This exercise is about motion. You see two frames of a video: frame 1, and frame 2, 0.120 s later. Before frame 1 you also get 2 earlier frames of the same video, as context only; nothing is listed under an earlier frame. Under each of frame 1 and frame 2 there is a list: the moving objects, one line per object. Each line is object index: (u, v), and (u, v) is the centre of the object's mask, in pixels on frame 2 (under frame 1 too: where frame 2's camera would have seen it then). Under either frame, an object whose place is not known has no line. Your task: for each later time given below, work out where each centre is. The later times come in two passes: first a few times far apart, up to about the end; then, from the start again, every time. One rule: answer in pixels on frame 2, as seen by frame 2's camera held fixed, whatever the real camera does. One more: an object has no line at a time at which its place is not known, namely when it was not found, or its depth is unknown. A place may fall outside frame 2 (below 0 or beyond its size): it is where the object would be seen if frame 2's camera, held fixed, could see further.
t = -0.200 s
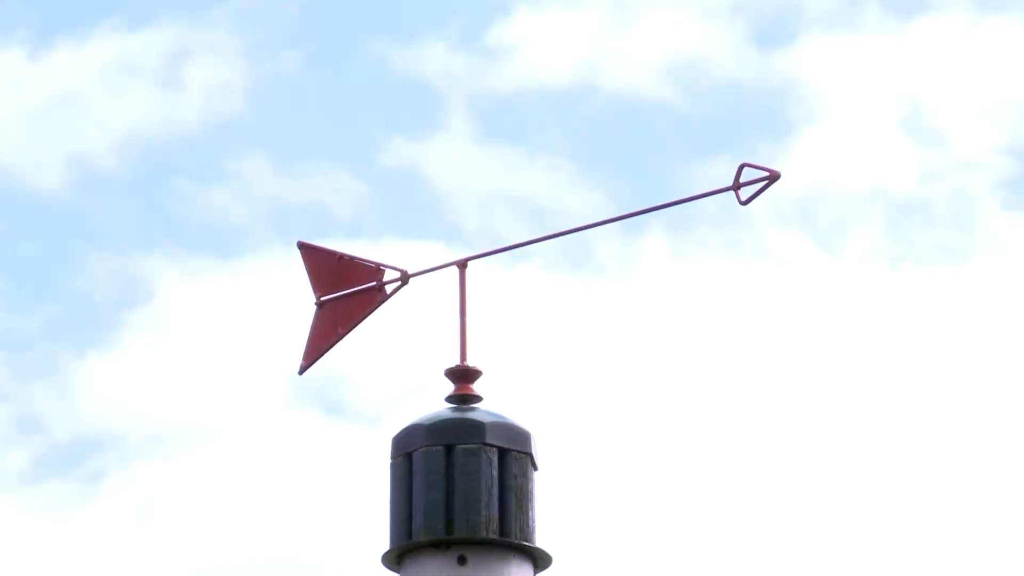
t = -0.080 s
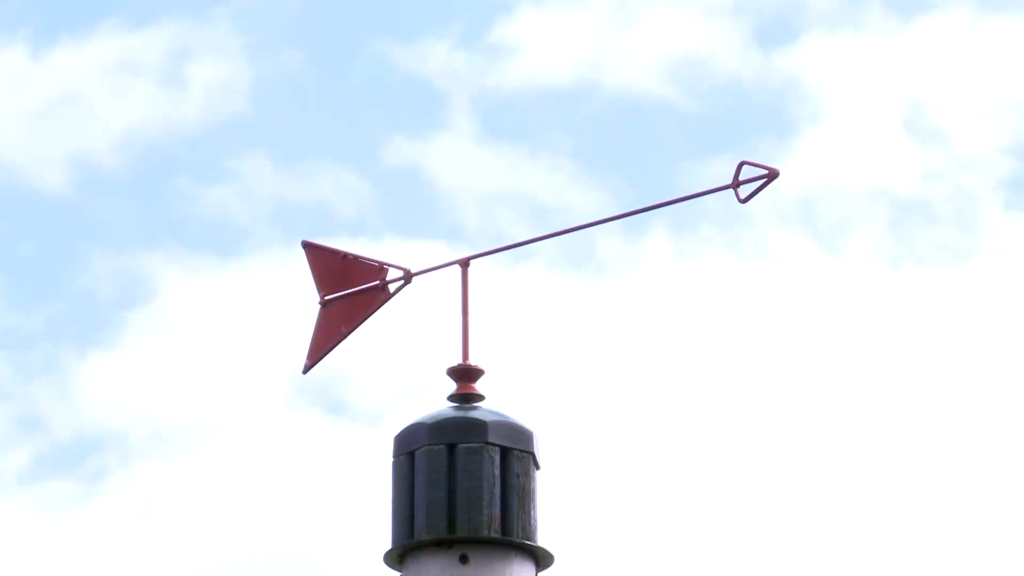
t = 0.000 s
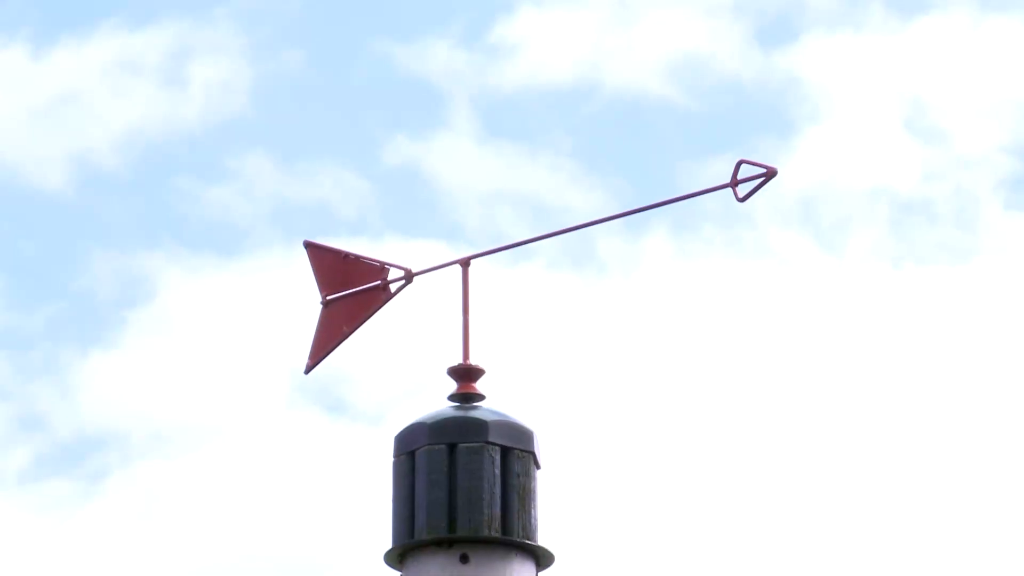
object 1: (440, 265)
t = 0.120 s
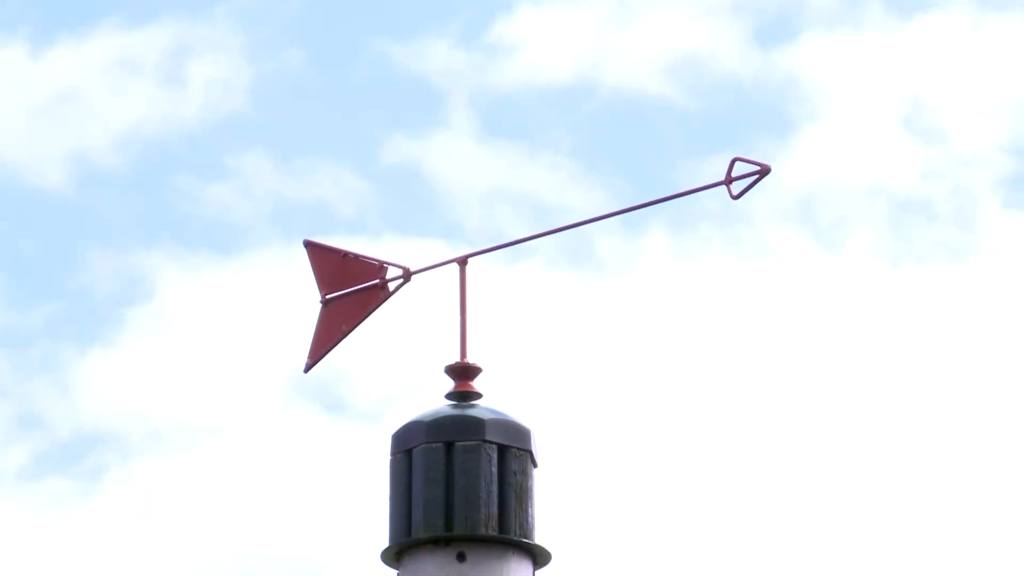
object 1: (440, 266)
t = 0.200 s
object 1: (441, 265)
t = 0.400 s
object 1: (442, 265)
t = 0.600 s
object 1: (443, 265)
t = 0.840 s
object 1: (445, 265)
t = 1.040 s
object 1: (445, 265)
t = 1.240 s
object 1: (447, 265)
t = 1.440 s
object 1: (447, 265)
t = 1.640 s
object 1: (448, 265)
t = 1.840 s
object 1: (449, 264)
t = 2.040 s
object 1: (450, 264)
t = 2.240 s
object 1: (451, 265)
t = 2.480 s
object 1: (453, 265)
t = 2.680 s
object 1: (455, 265)
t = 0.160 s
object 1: (442, 265)
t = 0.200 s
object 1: (441, 265)
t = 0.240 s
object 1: (442, 265)
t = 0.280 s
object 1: (441, 265)
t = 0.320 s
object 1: (442, 265)
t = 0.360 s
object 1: (444, 265)
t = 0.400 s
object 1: (442, 265)
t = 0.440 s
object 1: (443, 265)
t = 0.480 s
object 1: (442, 265)
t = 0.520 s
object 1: (443, 265)
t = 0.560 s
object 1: (442, 266)
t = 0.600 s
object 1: (443, 265)
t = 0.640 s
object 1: (444, 265)
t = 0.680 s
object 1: (444, 265)
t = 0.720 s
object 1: (444, 265)
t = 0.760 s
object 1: (443, 266)
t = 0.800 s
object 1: (444, 265)
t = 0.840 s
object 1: (445, 265)
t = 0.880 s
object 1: (445, 265)
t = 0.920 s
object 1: (444, 266)
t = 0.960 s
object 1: (444, 266)
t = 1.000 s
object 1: (445, 265)
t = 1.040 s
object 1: (445, 265)
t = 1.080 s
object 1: (445, 265)
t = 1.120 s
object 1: (446, 265)
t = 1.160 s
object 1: (446, 265)
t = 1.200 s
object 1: (447, 265)
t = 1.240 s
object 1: (447, 265)
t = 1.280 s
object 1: (448, 264)
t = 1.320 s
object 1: (446, 265)
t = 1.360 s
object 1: (447, 265)
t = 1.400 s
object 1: (447, 265)
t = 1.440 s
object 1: (447, 265)
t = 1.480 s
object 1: (447, 265)
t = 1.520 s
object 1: (447, 265)
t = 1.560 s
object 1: (447, 265)
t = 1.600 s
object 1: (447, 265)
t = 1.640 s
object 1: (448, 265)
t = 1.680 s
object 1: (448, 265)
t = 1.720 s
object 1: (448, 264)
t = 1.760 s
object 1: (449, 265)
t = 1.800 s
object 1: (449, 264)
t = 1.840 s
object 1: (449, 264)
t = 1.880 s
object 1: (449, 264)
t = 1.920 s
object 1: (450, 264)
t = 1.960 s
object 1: (450, 264)
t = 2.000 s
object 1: (450, 264)
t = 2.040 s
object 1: (450, 264)
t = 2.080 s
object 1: (449, 265)
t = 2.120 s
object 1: (450, 265)
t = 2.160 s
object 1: (449, 266)
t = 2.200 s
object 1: (450, 265)
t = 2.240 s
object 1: (451, 265)
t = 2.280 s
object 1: (452, 264)
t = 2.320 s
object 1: (451, 265)
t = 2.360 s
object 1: (451, 265)
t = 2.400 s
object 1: (452, 265)
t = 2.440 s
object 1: (452, 266)
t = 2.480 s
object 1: (453, 265)
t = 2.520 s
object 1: (453, 265)
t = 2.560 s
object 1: (454, 265)
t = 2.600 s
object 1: (453, 265)
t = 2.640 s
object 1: (454, 265)
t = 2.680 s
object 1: (455, 265)
